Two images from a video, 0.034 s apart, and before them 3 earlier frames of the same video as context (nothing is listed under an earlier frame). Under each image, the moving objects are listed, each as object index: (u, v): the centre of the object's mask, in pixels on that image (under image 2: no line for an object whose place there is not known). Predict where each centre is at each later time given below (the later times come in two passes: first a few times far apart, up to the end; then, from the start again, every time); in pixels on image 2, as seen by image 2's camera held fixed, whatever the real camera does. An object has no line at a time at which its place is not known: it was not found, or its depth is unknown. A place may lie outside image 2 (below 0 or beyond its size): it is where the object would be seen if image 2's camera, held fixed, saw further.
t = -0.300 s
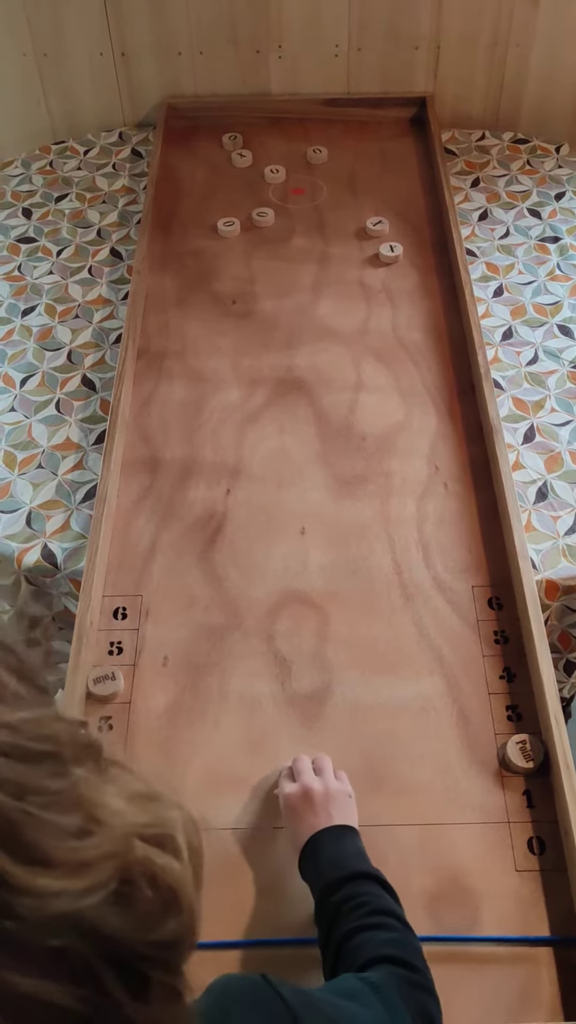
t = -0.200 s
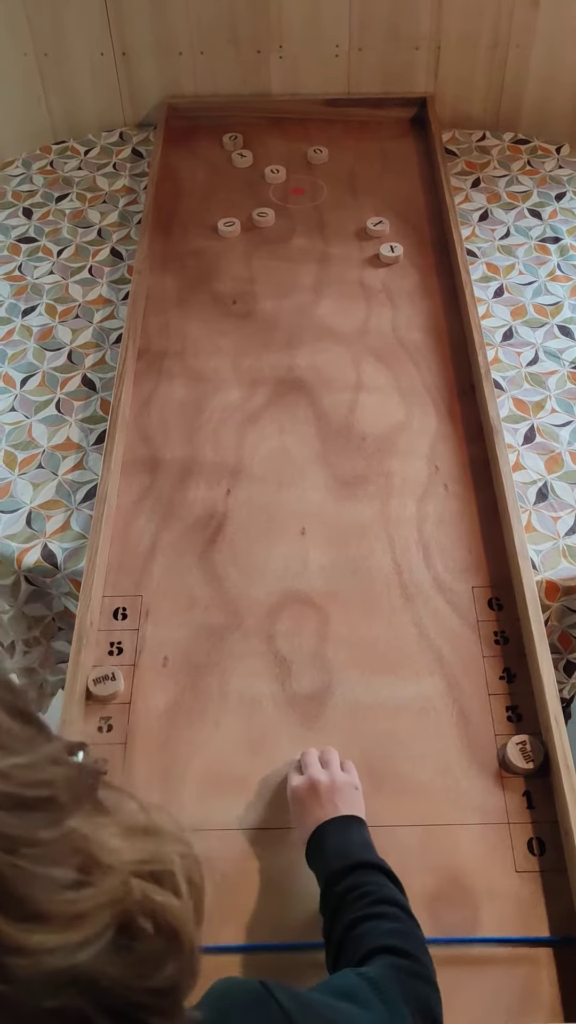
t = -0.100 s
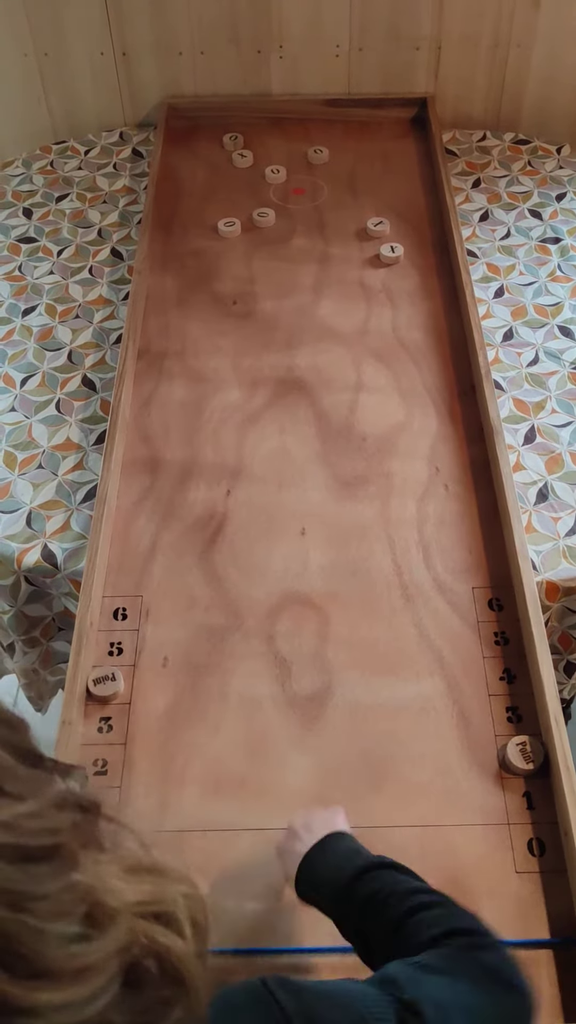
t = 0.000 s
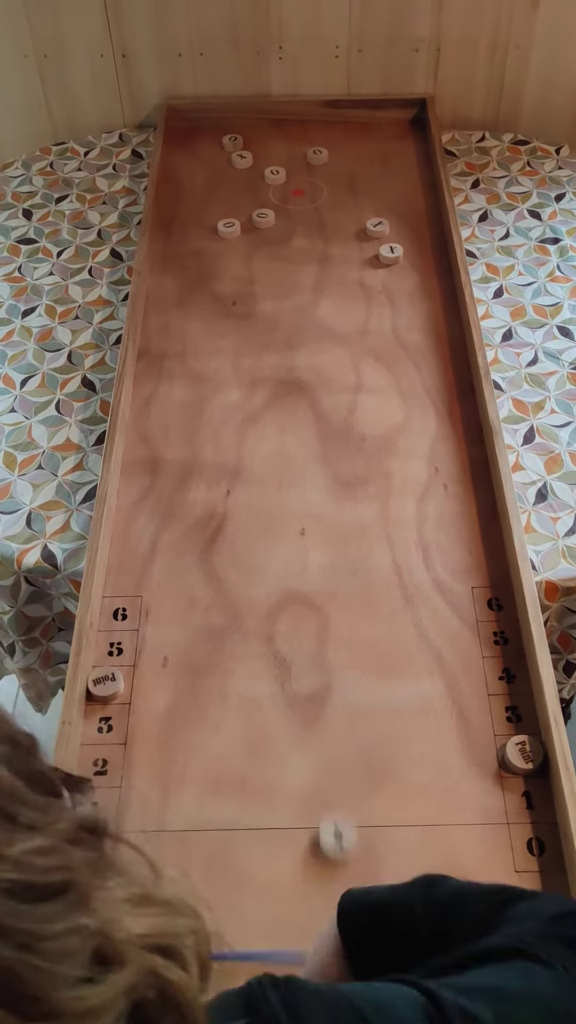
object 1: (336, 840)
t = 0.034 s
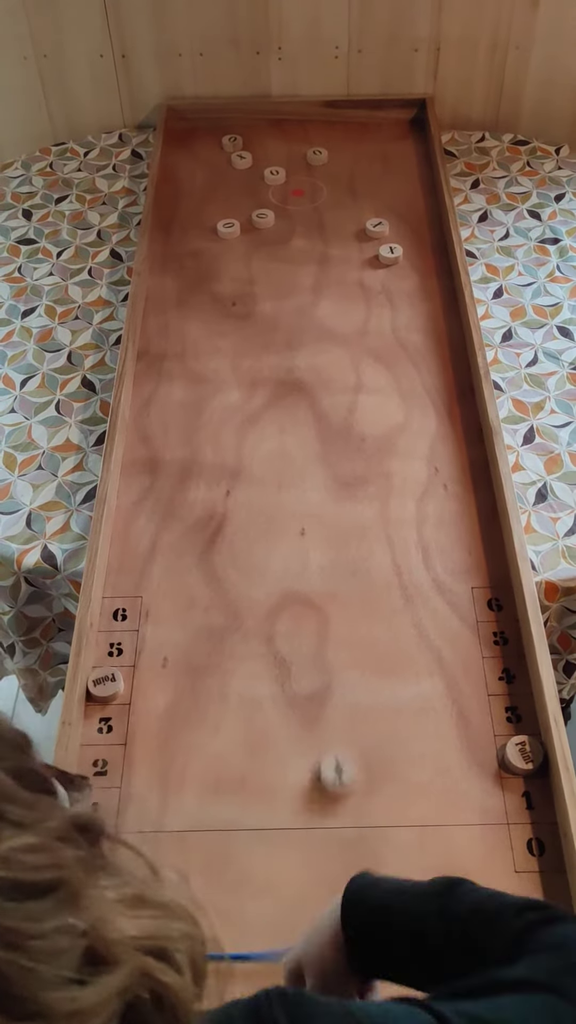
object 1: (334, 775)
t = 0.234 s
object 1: (339, 507)
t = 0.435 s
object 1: (339, 367)
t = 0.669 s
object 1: (340, 299)
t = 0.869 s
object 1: (340, 295)
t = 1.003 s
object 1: (341, 294)
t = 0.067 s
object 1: (335, 718)
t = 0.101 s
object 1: (337, 666)
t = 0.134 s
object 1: (337, 619)
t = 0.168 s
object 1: (338, 578)
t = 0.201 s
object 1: (338, 541)
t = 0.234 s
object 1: (339, 507)
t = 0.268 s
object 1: (340, 477)
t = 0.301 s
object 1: (340, 450)
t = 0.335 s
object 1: (340, 426)
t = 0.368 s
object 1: (339, 405)
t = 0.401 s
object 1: (340, 385)
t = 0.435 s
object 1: (339, 367)
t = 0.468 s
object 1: (340, 352)
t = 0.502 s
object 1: (340, 339)
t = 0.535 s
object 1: (340, 327)
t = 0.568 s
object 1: (340, 318)
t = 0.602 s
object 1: (340, 310)
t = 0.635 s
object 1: (340, 303)
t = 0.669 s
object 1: (340, 299)
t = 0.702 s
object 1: (341, 296)
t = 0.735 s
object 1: (341, 294)
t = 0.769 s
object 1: (341, 294)
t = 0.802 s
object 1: (341, 294)
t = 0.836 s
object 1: (341, 294)
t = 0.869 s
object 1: (340, 295)
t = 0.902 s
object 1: (340, 294)
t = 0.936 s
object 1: (340, 294)
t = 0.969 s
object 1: (341, 294)
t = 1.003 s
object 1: (341, 294)
